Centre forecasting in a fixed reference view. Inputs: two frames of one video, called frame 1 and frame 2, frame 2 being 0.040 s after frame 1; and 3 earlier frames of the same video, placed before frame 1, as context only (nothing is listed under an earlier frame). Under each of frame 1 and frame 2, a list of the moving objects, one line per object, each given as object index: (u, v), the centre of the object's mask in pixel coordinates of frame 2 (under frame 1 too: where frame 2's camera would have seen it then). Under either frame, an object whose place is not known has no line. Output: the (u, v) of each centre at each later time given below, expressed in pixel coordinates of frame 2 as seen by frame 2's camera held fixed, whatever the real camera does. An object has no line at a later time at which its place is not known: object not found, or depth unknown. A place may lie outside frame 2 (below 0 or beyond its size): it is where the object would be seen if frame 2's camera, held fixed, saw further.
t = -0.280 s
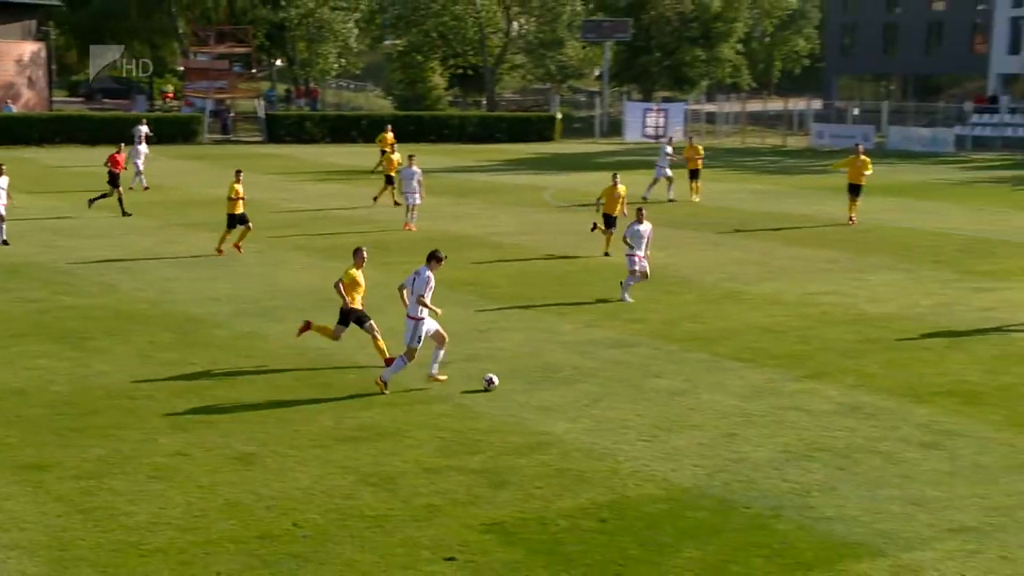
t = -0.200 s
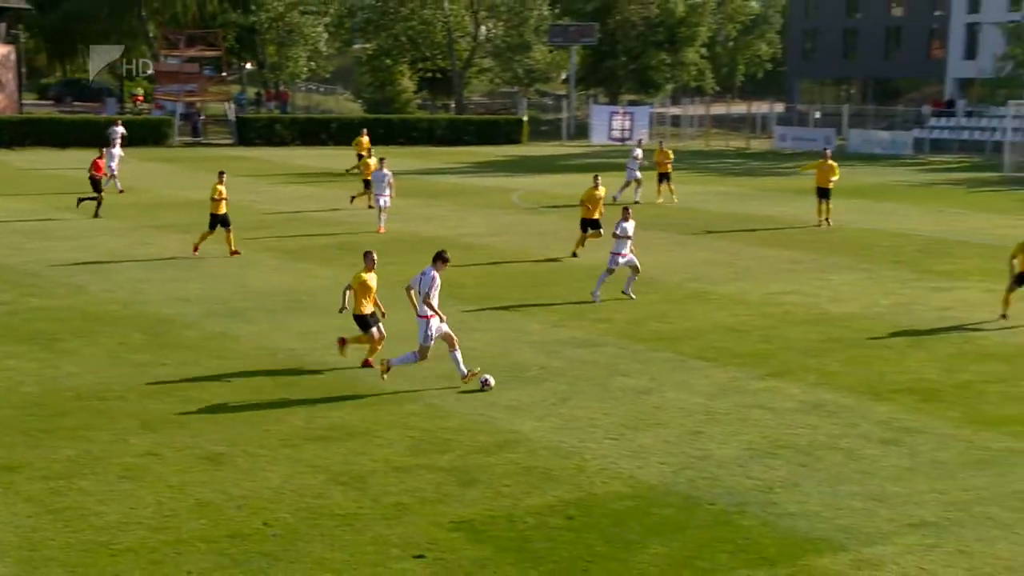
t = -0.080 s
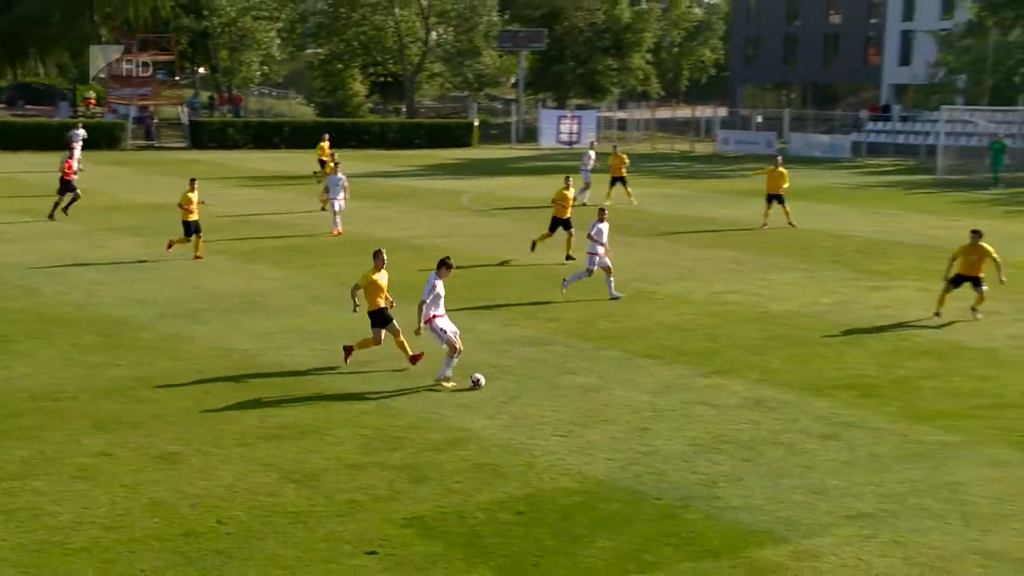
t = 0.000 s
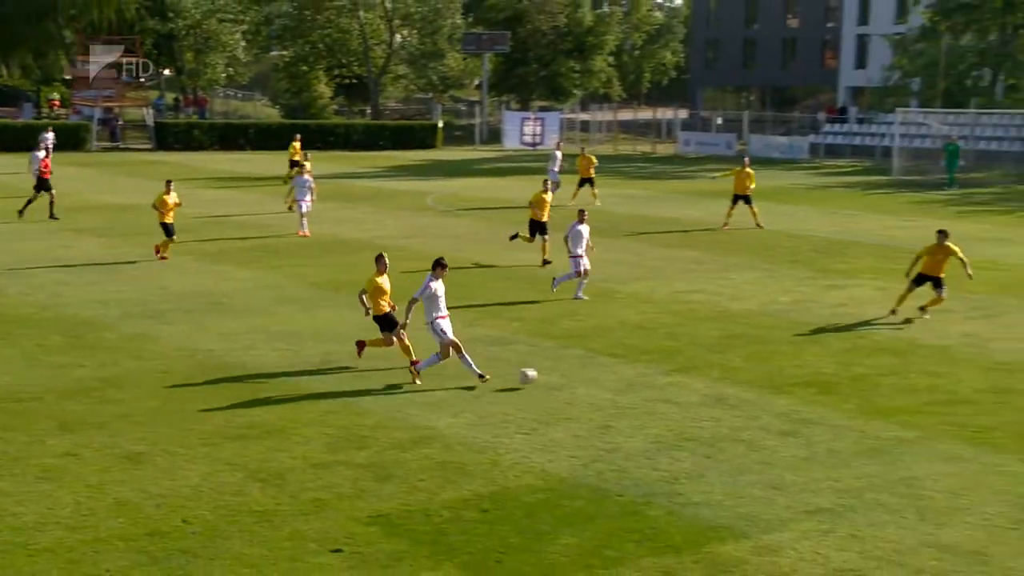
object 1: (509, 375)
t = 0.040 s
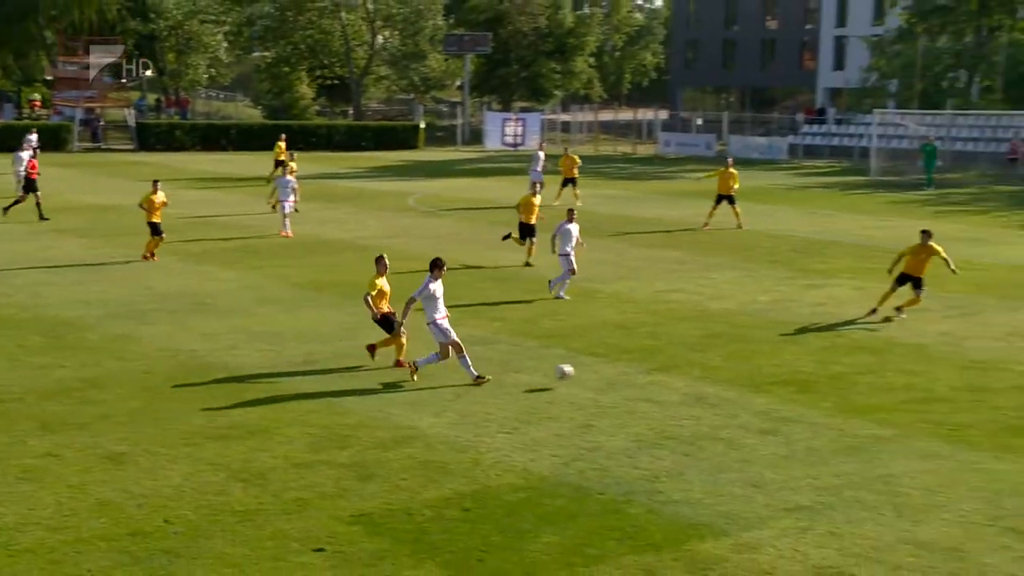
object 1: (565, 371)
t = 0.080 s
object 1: (620, 370)
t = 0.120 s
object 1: (674, 369)
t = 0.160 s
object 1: (728, 372)
